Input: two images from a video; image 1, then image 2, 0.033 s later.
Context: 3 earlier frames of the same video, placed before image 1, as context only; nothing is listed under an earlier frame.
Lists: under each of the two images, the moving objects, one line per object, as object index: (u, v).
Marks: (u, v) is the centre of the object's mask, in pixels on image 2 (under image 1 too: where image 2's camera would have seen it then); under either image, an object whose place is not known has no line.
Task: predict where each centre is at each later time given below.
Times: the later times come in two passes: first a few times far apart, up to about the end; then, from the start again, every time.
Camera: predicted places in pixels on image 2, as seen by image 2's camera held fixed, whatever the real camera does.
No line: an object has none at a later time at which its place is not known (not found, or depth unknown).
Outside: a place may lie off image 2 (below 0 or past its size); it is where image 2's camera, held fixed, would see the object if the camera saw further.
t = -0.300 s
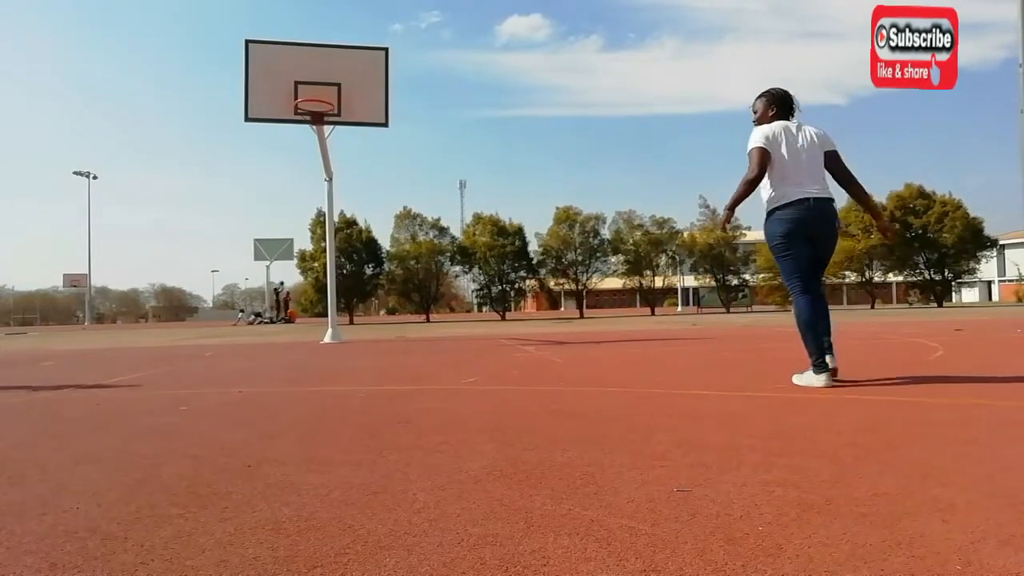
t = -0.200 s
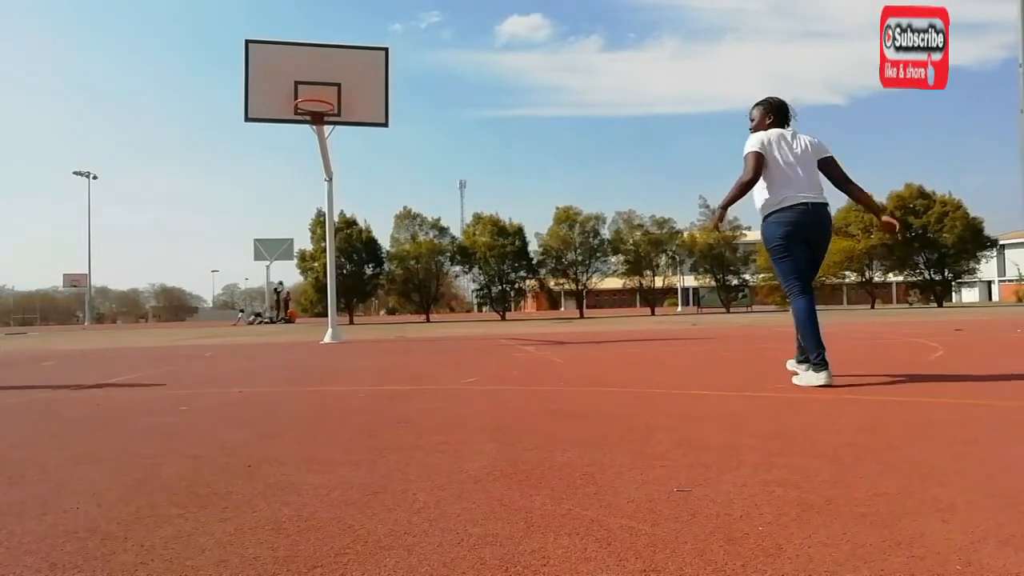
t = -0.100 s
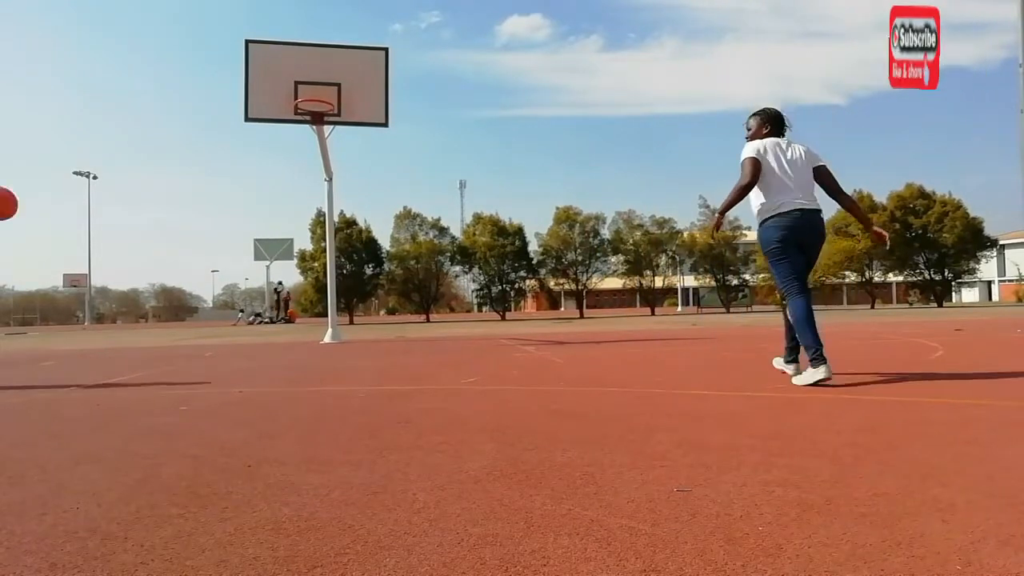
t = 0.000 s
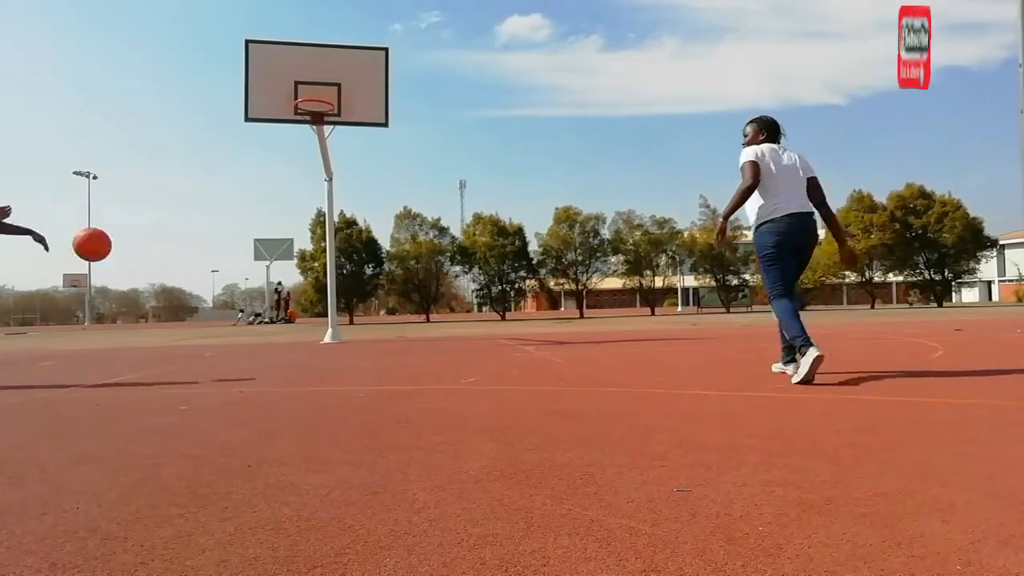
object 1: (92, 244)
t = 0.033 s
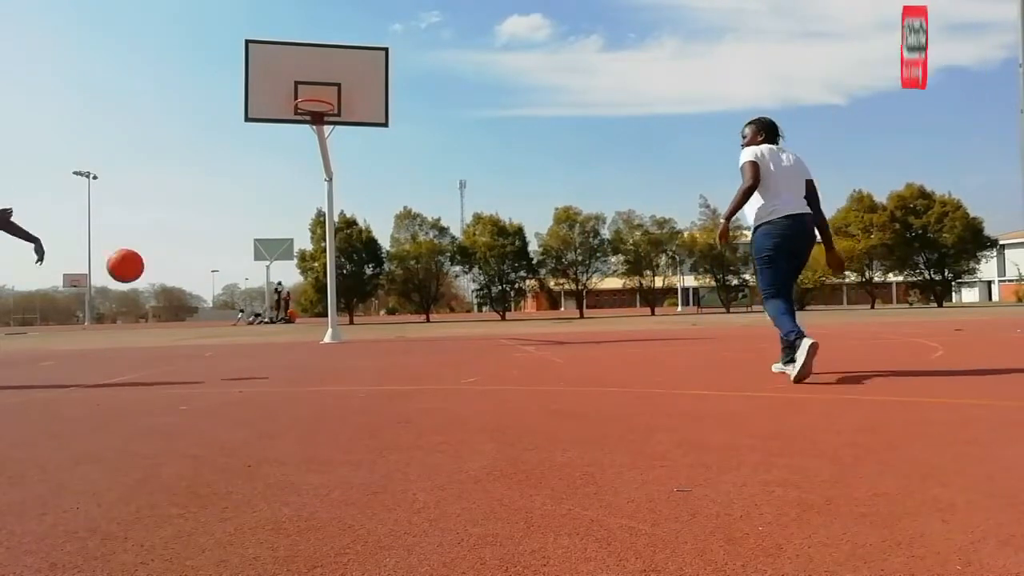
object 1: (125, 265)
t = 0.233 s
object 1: (277, 318)
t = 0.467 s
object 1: (359, 207)
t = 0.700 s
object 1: (435, 165)
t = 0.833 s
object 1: (477, 171)
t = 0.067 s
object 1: (158, 288)
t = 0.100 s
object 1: (189, 310)
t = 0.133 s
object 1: (221, 335)
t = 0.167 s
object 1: (251, 360)
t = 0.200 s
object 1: (265, 341)
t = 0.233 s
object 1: (277, 318)
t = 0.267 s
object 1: (289, 298)
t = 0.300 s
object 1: (302, 279)
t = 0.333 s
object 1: (313, 262)
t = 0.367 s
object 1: (325, 246)
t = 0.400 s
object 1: (337, 231)
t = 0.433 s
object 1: (348, 218)
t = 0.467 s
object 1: (359, 207)
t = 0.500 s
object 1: (370, 197)
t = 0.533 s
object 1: (381, 188)
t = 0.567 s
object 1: (392, 181)
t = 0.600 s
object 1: (403, 175)
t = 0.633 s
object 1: (414, 170)
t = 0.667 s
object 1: (425, 167)
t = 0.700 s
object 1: (435, 165)
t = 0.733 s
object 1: (446, 165)
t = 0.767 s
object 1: (456, 165)
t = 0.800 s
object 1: (467, 168)
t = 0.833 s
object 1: (477, 171)
